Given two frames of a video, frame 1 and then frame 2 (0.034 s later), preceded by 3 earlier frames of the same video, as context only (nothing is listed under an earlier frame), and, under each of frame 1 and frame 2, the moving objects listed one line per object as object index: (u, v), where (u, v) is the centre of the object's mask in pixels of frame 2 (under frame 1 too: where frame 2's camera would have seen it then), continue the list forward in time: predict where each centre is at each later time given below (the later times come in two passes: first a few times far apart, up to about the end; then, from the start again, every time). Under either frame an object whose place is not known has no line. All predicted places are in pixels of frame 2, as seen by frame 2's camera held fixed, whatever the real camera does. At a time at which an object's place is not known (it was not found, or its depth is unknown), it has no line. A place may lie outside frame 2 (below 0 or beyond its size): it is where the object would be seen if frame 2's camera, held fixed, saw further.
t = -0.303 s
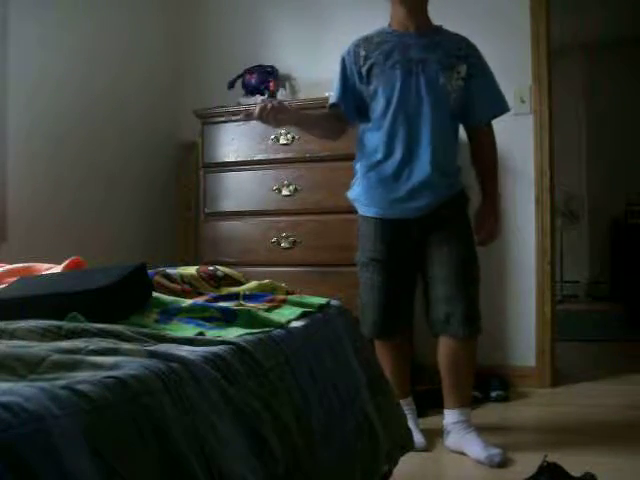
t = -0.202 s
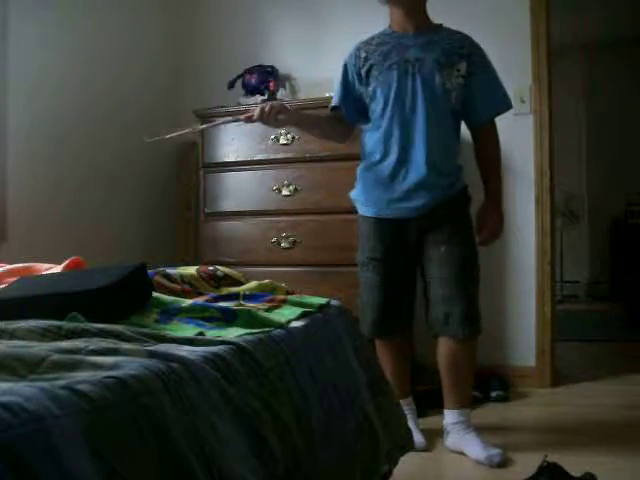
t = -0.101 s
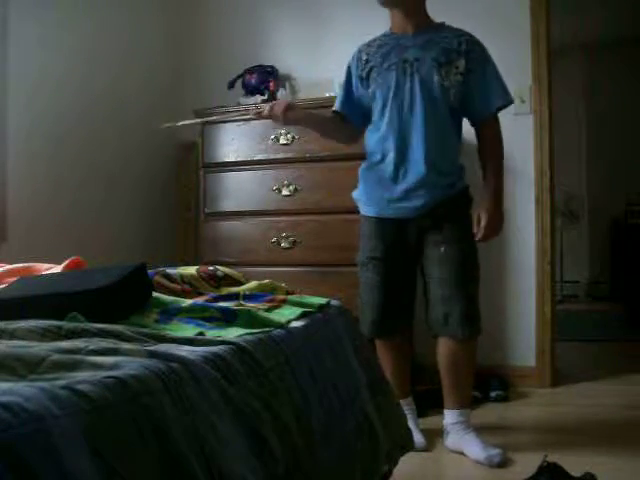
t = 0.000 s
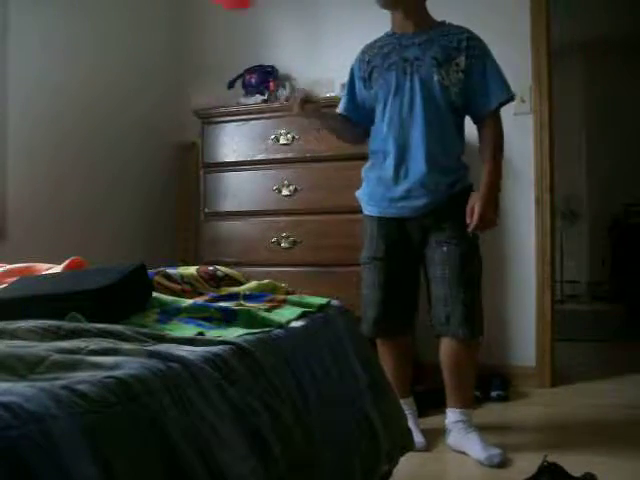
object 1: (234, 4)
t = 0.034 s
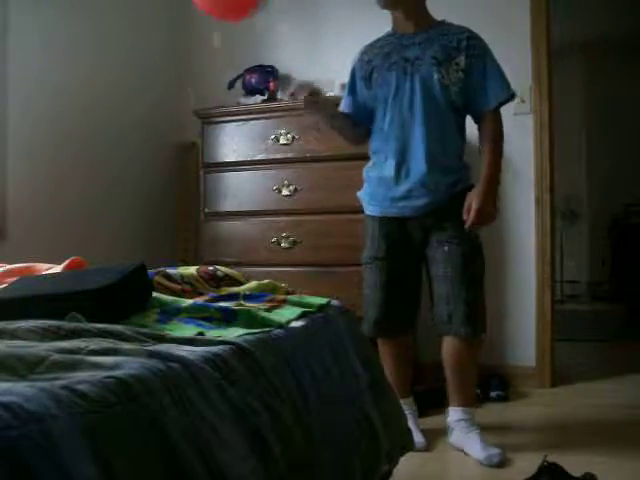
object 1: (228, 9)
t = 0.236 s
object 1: (240, 13)
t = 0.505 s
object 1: (258, 37)
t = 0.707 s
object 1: (285, 37)
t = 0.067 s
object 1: (224, 13)
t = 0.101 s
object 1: (225, 13)
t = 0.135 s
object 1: (230, 11)
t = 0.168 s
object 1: (233, 12)
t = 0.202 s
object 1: (237, 12)
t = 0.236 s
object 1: (240, 13)
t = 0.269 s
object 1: (242, 15)
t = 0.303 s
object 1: (244, 16)
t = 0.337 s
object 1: (246, 18)
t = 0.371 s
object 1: (249, 21)
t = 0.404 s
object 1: (251, 24)
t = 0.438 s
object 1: (253, 27)
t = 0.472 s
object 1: (256, 32)
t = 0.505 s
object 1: (258, 37)
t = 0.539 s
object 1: (260, 43)
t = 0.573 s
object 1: (263, 52)
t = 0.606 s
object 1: (266, 58)
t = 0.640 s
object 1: (272, 49)
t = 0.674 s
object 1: (278, 43)
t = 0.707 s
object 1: (285, 37)
